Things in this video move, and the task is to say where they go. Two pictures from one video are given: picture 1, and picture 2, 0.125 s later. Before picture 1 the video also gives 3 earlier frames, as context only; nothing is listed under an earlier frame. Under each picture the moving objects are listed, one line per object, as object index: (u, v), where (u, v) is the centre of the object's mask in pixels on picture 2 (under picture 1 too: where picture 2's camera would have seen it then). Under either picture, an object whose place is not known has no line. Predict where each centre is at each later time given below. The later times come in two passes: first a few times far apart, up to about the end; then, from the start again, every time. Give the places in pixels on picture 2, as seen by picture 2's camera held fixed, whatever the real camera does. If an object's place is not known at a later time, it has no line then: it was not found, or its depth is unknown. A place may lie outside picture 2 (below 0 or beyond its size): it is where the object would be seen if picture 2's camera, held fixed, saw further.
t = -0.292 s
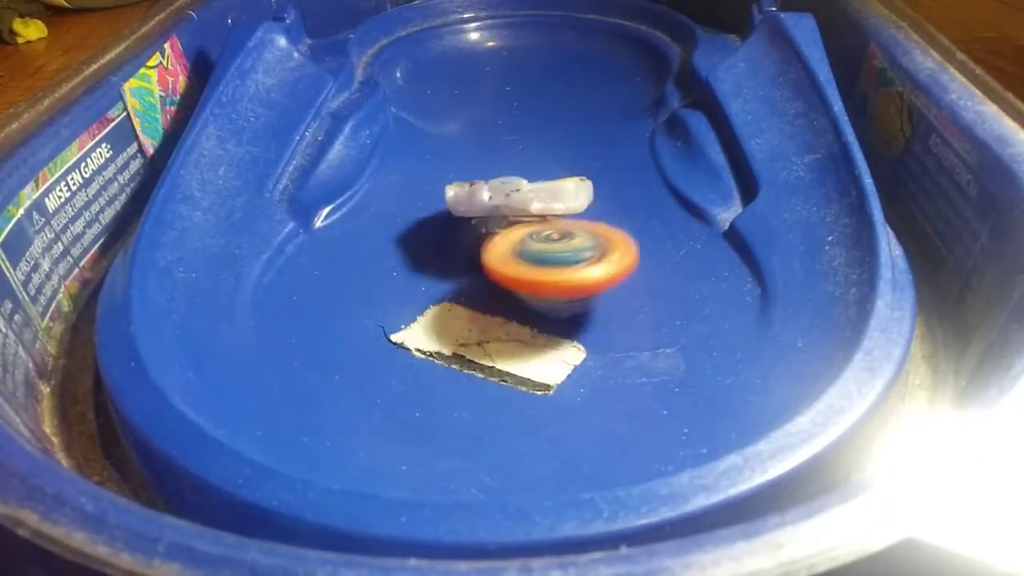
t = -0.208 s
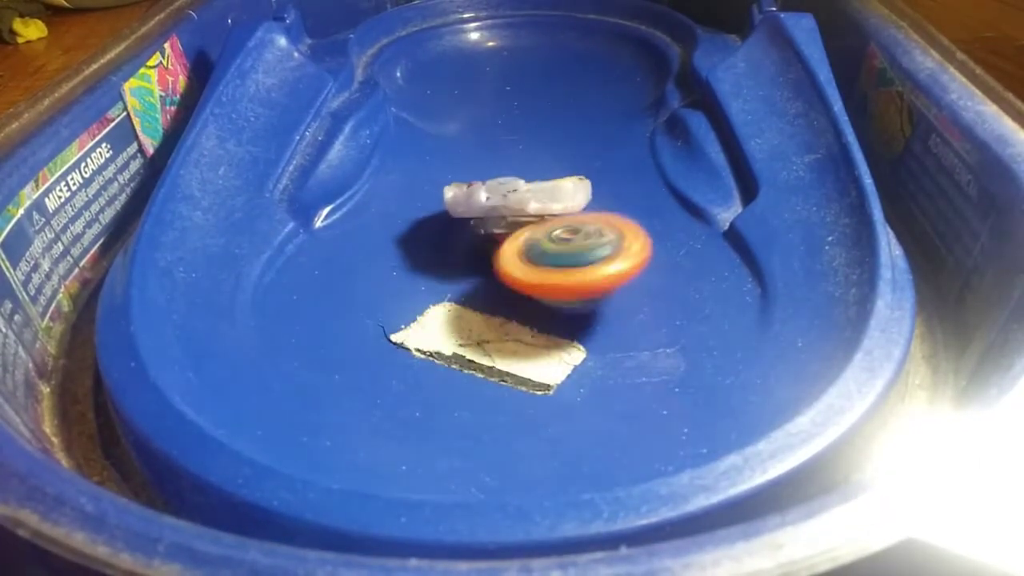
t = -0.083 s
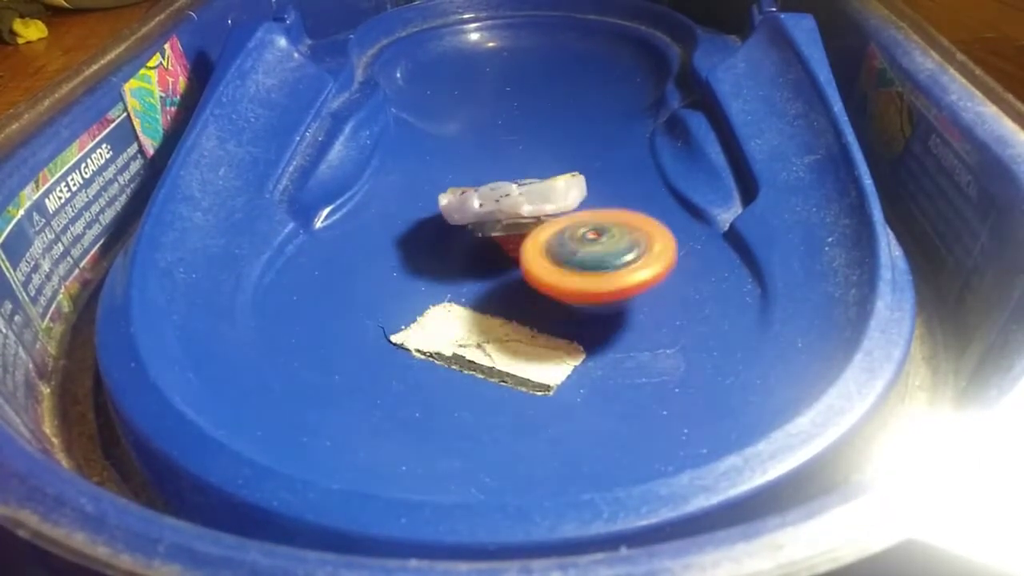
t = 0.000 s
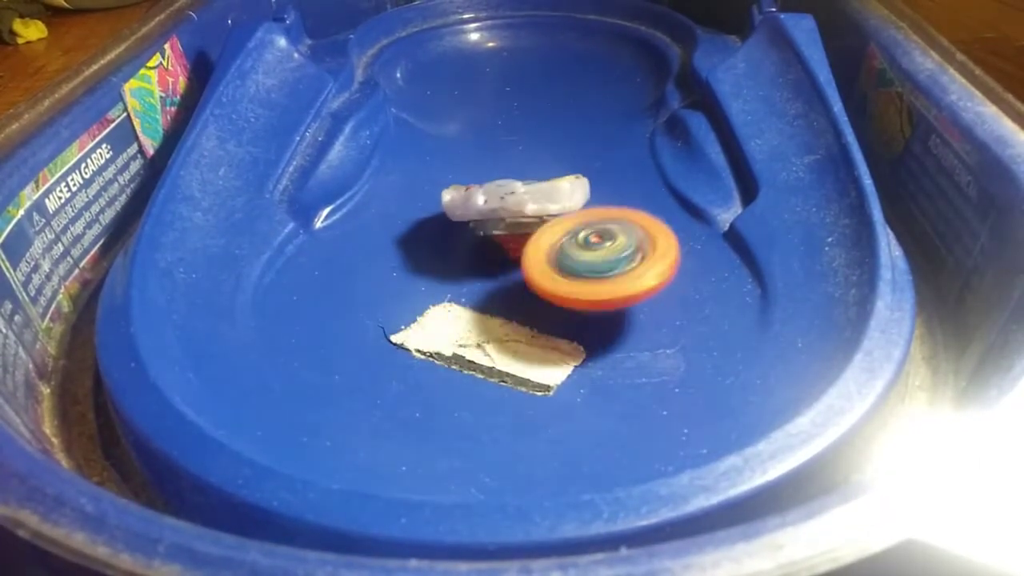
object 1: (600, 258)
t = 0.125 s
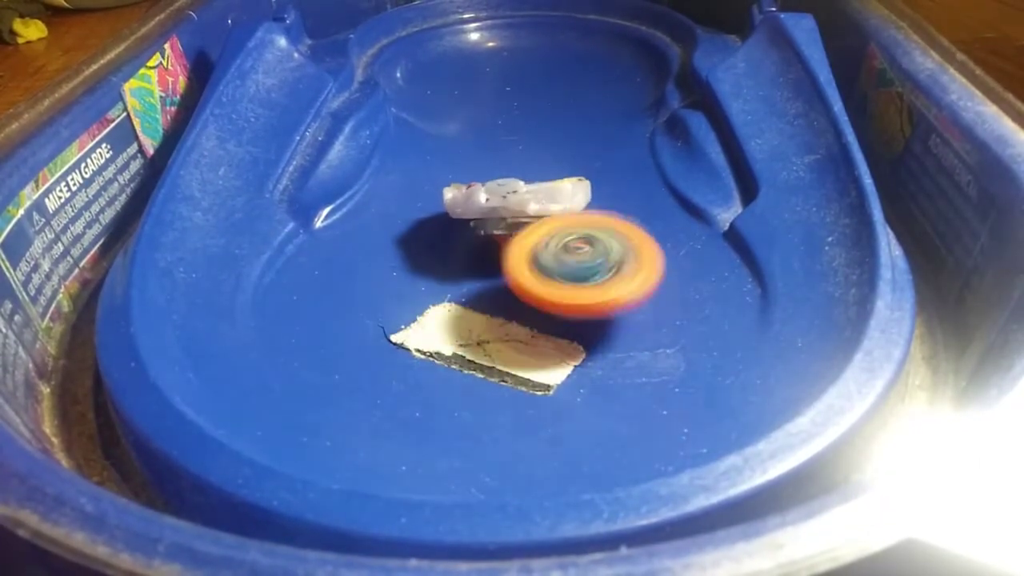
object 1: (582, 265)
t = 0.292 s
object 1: (537, 271)
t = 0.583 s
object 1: (462, 282)
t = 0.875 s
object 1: (406, 286)
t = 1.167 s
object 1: (436, 267)
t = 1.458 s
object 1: (470, 260)
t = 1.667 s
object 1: (467, 272)
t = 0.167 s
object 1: (569, 269)
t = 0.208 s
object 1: (554, 269)
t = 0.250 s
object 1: (543, 270)
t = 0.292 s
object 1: (537, 271)
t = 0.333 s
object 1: (527, 270)
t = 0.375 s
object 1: (513, 268)
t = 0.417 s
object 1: (498, 270)
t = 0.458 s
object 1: (492, 276)
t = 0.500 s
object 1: (491, 278)
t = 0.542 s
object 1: (472, 279)
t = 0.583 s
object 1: (462, 282)
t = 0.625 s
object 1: (452, 287)
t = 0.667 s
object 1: (446, 291)
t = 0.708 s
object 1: (429, 293)
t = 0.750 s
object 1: (423, 293)
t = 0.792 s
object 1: (420, 292)
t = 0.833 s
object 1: (410, 290)
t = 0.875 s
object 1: (406, 286)
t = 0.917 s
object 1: (405, 282)
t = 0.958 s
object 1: (408, 280)
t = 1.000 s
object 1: (412, 276)
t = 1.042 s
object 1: (418, 272)
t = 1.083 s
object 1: (425, 271)
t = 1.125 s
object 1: (432, 268)
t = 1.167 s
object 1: (436, 267)
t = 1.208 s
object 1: (443, 266)
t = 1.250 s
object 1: (449, 265)
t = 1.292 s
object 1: (455, 265)
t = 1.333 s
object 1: (462, 262)
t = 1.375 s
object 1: (457, 262)
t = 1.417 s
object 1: (464, 262)
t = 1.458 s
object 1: (470, 260)
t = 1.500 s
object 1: (468, 262)
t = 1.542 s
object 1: (470, 265)
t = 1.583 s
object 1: (470, 269)
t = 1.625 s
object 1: (468, 271)
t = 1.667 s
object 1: (467, 272)
